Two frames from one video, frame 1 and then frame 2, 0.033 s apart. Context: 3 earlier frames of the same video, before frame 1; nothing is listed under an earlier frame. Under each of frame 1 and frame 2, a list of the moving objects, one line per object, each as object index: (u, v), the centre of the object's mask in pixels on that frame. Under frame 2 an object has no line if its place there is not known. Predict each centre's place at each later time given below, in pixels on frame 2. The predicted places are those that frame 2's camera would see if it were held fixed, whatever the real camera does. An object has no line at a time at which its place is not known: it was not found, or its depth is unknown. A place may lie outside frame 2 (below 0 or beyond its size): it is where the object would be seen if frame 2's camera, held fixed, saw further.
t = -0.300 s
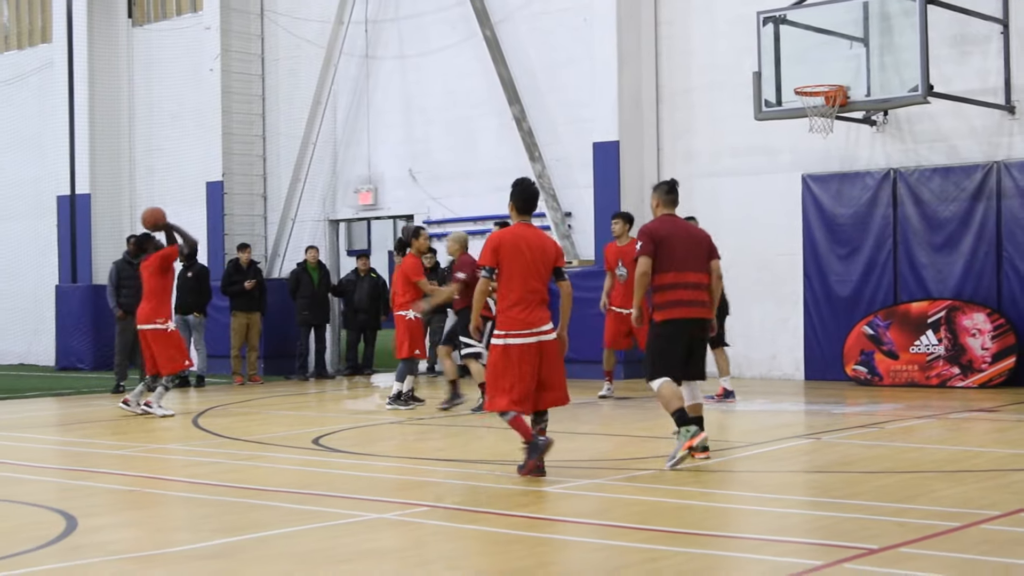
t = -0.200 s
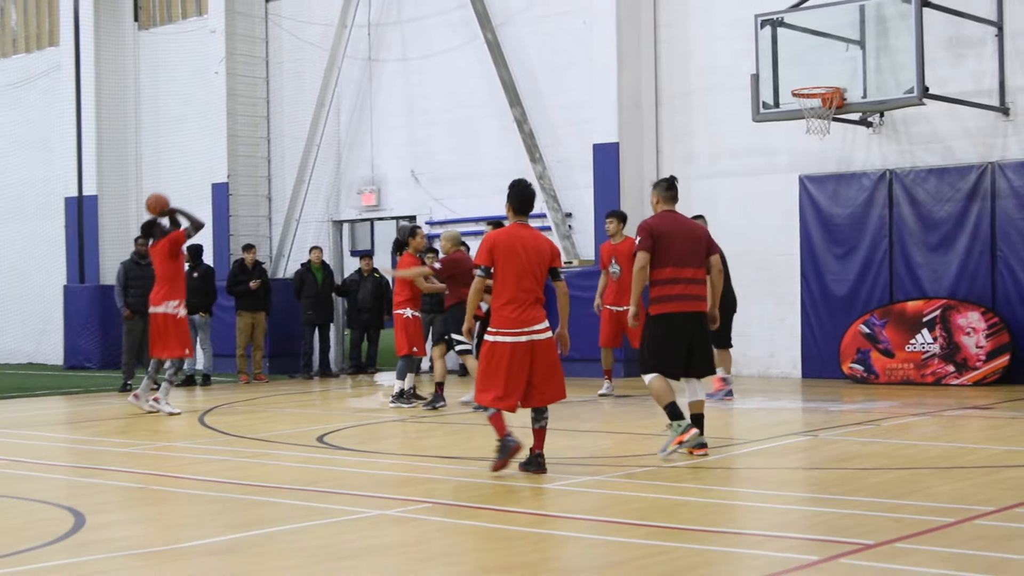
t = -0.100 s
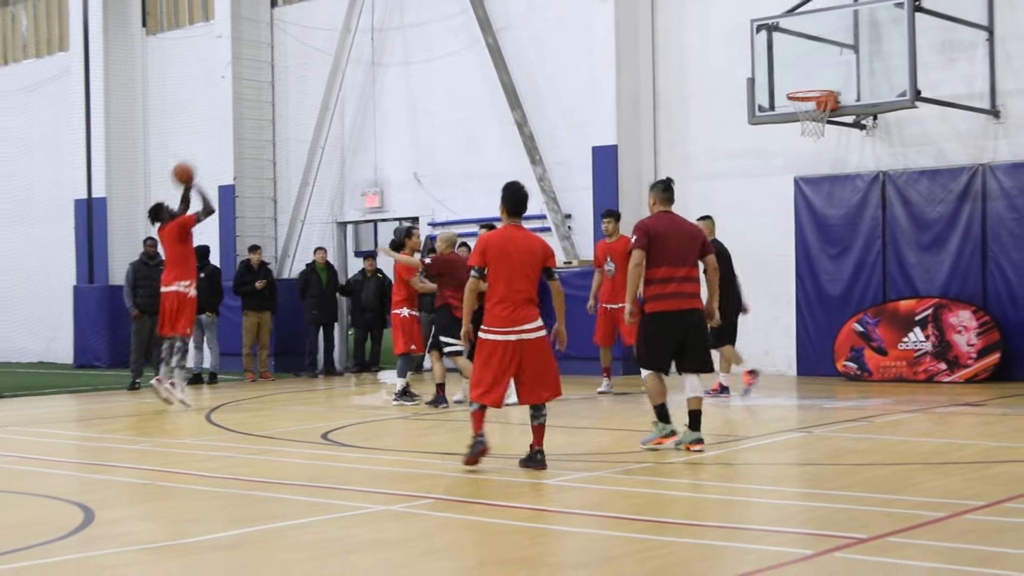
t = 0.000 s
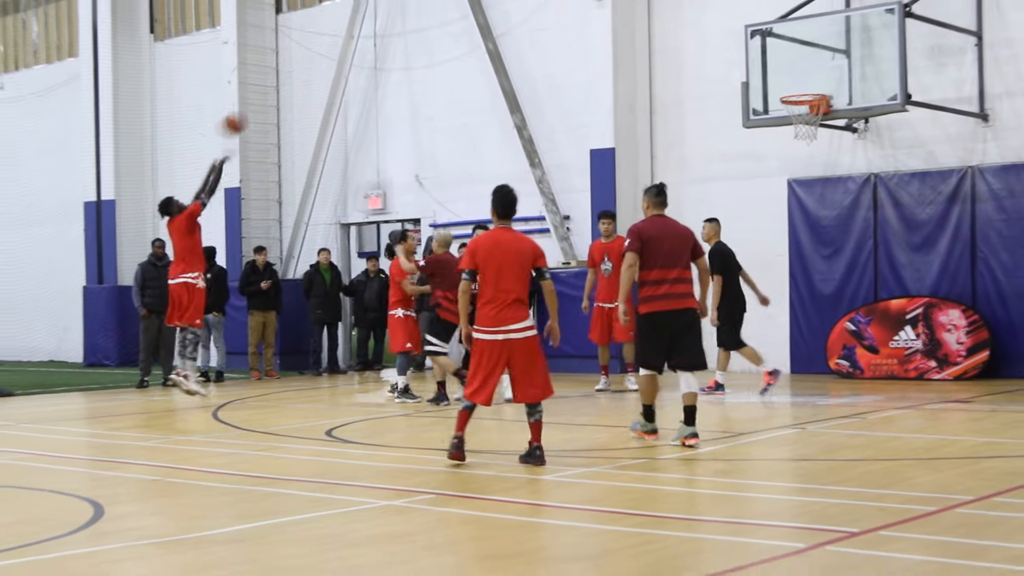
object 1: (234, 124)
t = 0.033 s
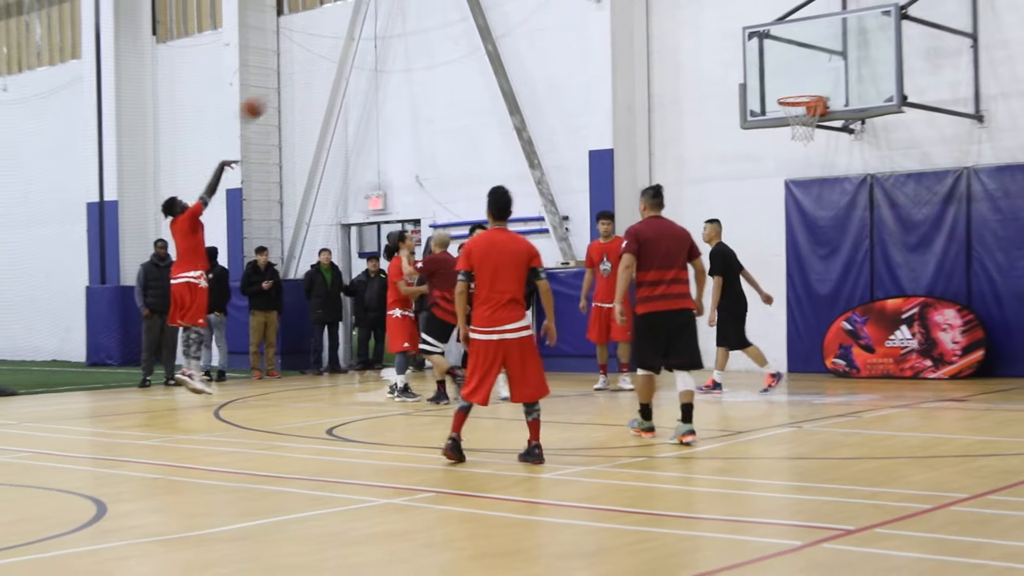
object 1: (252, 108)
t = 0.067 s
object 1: (270, 93)
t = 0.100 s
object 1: (289, 79)
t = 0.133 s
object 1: (308, 65)
